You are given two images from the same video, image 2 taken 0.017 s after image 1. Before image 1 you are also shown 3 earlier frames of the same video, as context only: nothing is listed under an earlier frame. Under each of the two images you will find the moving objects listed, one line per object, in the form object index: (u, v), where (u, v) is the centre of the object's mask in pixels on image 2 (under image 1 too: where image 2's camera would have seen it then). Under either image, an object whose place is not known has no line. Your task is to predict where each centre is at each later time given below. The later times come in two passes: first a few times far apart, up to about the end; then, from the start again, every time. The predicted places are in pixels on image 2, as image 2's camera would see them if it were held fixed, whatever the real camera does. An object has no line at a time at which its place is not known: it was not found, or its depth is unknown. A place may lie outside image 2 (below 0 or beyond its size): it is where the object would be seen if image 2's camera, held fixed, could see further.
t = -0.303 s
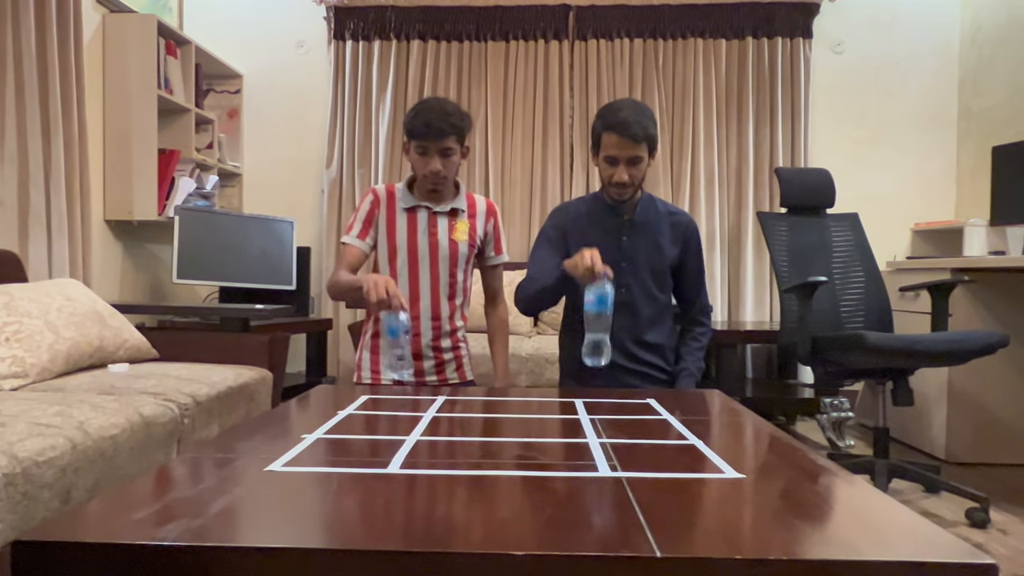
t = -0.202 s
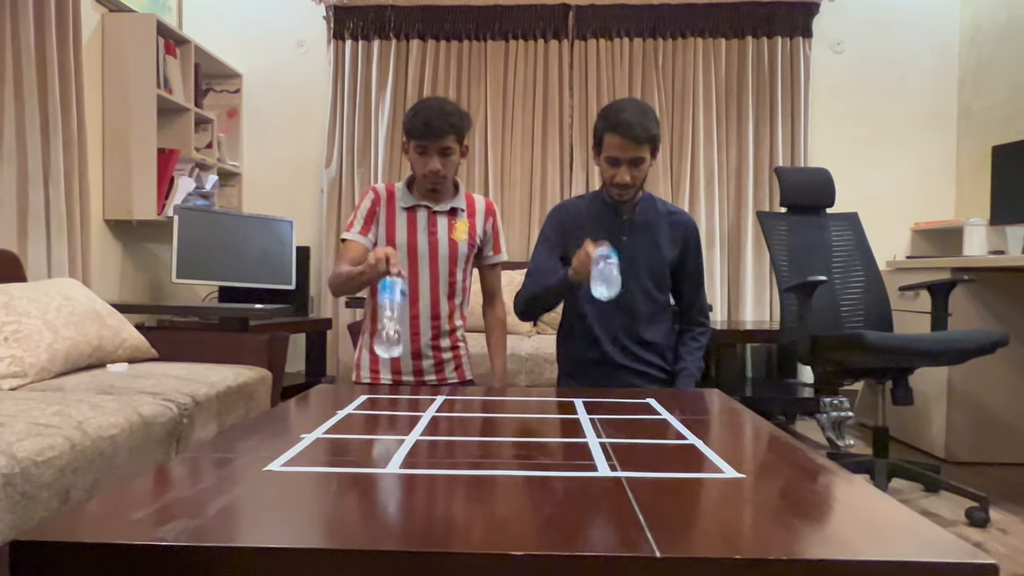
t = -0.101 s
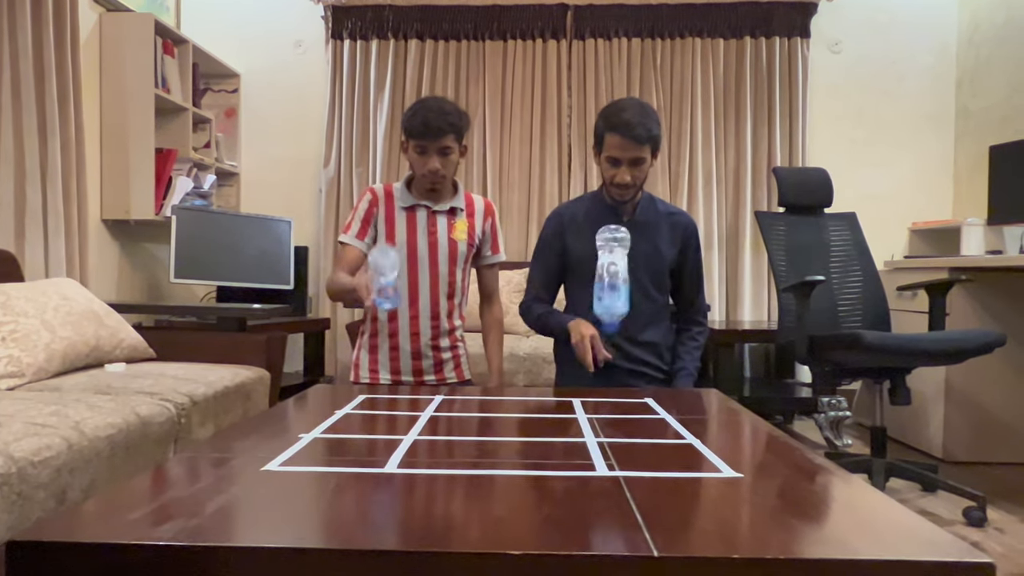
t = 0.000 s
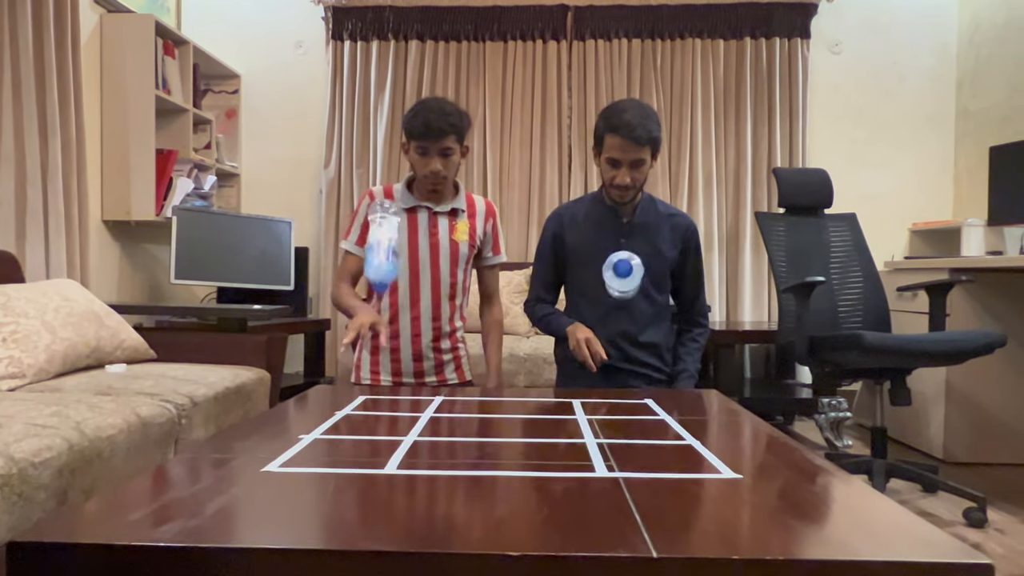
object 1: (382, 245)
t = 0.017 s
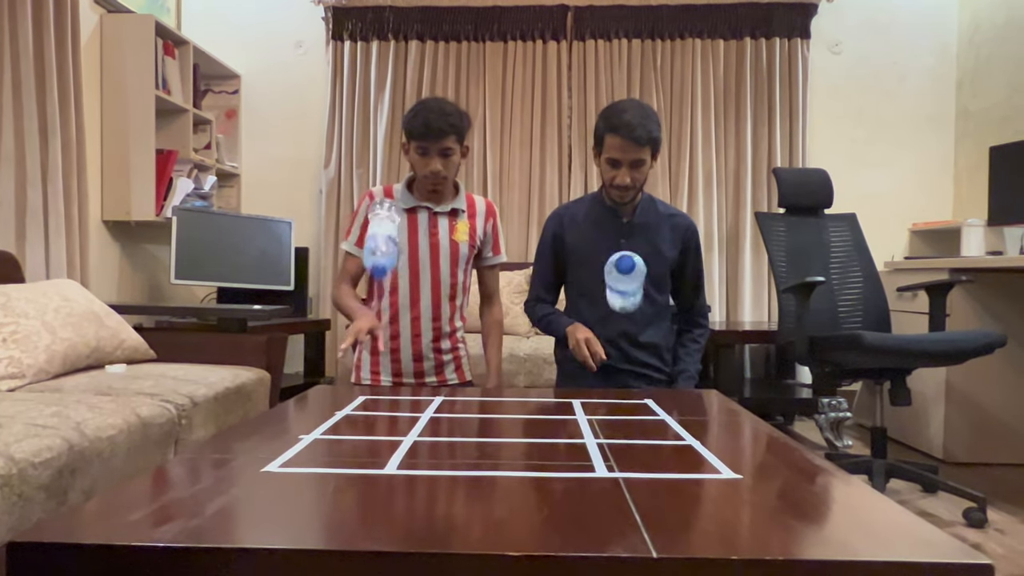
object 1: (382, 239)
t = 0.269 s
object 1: (380, 329)
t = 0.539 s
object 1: (376, 372)
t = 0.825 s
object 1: (377, 373)
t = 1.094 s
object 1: (377, 373)
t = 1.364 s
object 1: (377, 373)
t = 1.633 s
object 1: (378, 374)
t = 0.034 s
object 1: (381, 232)
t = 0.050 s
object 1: (380, 228)
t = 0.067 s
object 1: (379, 225)
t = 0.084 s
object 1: (379, 221)
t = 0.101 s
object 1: (379, 220)
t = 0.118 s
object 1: (379, 223)
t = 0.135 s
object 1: (379, 227)
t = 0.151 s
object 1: (380, 233)
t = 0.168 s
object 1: (380, 240)
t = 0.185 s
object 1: (379, 249)
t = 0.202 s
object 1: (380, 261)
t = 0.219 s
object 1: (380, 276)
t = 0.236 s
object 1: (379, 291)
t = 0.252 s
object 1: (380, 309)
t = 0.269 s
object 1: (380, 329)
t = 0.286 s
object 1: (379, 351)
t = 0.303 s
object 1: (379, 373)
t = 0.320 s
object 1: (379, 370)
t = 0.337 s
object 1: (379, 370)
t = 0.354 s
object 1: (379, 370)
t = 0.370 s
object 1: (379, 370)
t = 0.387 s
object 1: (379, 370)
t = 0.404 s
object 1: (379, 370)
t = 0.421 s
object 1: (378, 371)
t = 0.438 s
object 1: (378, 370)
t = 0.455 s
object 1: (377, 371)
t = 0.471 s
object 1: (377, 371)
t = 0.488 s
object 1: (376, 371)
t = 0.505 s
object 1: (376, 371)
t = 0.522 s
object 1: (376, 372)
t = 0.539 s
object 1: (376, 372)
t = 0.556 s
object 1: (378, 373)
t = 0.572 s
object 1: (378, 373)
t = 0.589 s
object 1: (379, 373)
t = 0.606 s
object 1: (379, 373)
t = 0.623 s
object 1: (378, 372)
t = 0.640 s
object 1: (378, 372)
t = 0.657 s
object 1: (377, 373)
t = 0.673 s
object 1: (377, 373)
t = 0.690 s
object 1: (377, 373)
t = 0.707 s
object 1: (376, 372)
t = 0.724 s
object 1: (376, 372)
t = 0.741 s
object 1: (376, 372)
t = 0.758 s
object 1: (376, 372)
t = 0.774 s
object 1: (377, 373)
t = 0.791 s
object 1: (377, 373)
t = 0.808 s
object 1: (377, 373)
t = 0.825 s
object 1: (377, 373)
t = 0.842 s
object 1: (376, 373)
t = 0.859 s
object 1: (376, 373)
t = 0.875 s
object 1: (376, 373)
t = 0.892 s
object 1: (376, 373)
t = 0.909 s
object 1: (377, 373)
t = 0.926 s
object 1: (377, 373)
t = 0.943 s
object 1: (377, 373)
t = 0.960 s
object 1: (377, 373)
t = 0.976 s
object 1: (377, 373)
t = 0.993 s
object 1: (376, 373)
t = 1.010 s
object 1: (377, 373)
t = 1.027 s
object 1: (377, 373)
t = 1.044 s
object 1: (377, 373)
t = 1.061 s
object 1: (377, 373)
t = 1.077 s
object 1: (377, 373)
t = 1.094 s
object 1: (377, 373)
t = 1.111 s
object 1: (377, 373)
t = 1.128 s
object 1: (376, 373)
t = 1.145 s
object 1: (377, 373)
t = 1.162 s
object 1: (377, 373)
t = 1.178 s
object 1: (376, 373)
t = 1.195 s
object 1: (377, 373)
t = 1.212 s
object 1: (377, 373)
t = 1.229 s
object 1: (377, 373)
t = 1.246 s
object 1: (377, 373)
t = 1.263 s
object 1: (376, 373)
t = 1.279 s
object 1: (376, 373)
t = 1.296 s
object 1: (376, 373)
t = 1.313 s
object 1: (376, 373)
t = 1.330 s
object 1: (376, 373)
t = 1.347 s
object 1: (376, 373)
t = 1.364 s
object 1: (377, 373)
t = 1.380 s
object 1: (377, 373)
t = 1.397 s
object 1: (377, 373)
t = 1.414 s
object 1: (377, 373)
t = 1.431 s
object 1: (377, 373)
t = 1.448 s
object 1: (377, 373)
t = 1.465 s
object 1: (377, 374)
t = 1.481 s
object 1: (377, 373)
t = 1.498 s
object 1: (377, 374)
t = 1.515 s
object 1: (377, 373)
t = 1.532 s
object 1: (377, 374)
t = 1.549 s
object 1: (377, 374)
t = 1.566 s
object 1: (377, 373)
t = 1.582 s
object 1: (377, 374)
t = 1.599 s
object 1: (377, 374)
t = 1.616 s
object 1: (378, 374)
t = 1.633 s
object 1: (378, 374)
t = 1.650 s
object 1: (378, 373)
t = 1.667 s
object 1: (378, 374)
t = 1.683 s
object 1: (378, 374)
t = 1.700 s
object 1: (378, 374)
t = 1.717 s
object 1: (378, 374)
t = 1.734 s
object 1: (378, 374)
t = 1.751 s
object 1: (378, 374)
